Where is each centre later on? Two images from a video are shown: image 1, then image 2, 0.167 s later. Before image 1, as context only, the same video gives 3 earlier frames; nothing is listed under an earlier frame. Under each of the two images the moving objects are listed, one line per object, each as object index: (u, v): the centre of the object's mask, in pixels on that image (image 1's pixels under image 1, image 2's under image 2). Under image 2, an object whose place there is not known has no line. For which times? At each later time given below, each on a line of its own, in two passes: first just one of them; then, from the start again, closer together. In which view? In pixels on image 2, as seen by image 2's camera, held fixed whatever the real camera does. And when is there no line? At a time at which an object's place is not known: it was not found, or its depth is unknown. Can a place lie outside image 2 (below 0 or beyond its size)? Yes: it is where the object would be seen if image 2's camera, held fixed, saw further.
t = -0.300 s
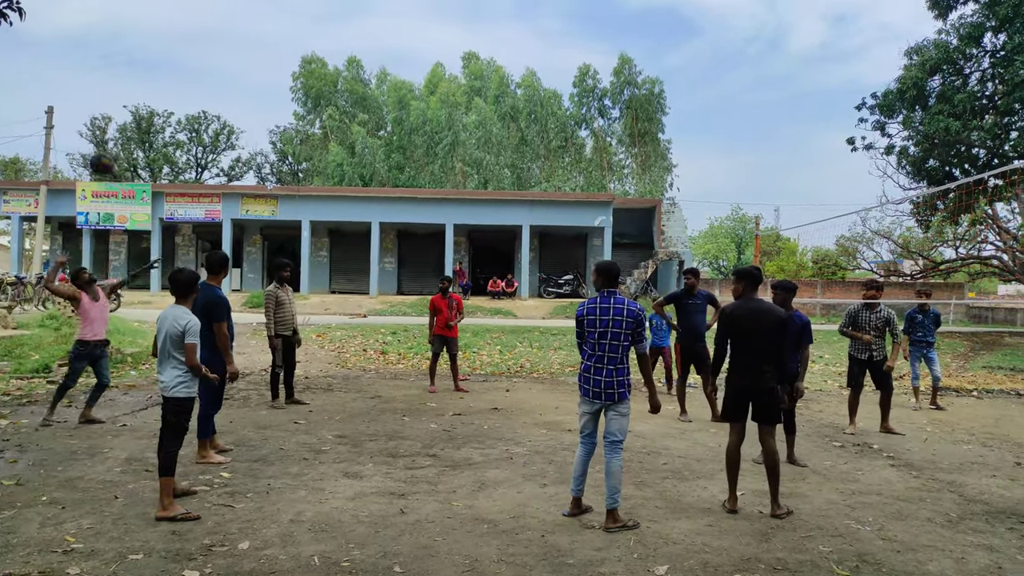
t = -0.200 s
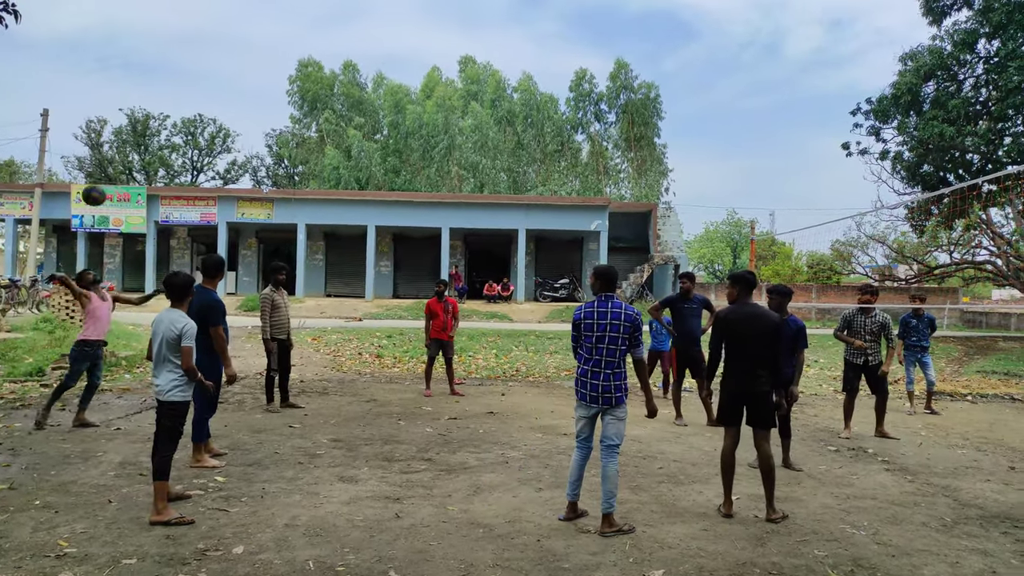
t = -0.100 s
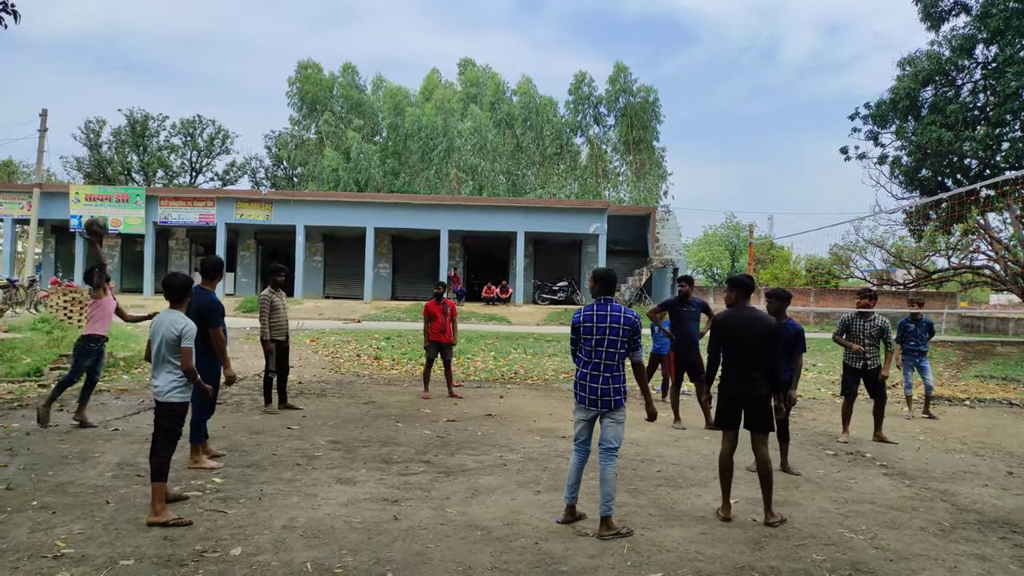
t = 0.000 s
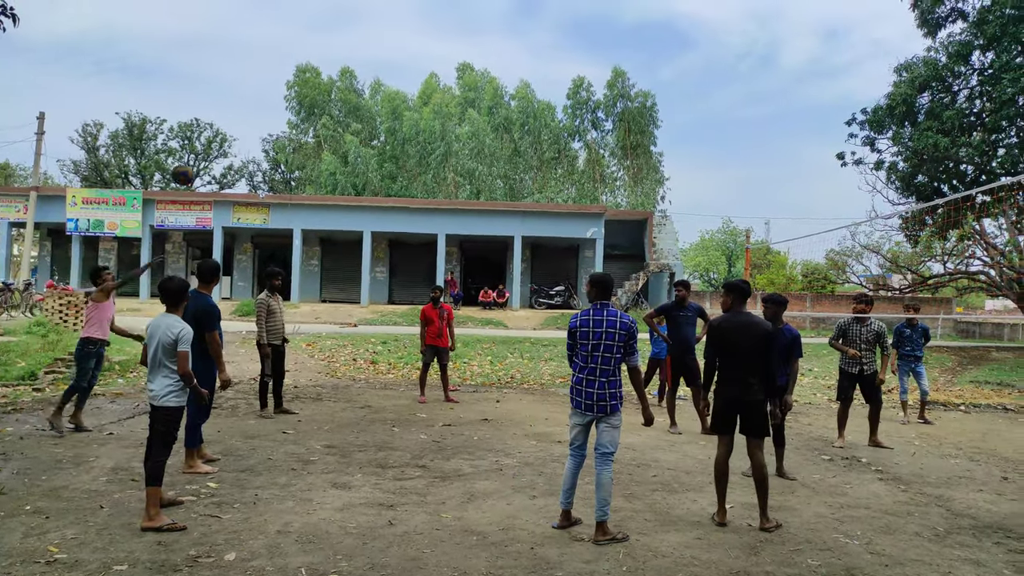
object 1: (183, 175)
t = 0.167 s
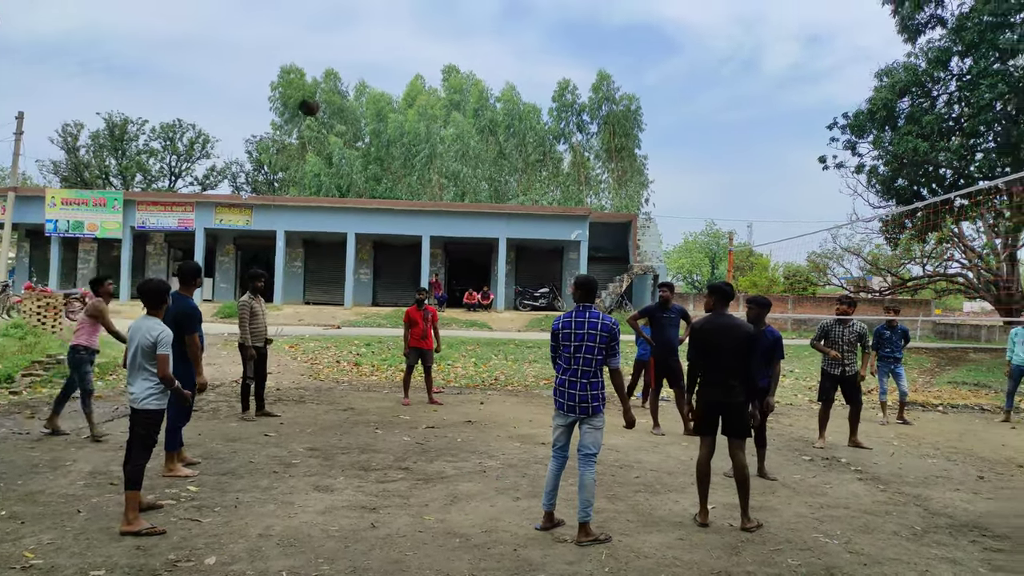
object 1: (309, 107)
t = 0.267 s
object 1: (391, 76)
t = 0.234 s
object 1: (364, 84)
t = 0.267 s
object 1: (391, 76)
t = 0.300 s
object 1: (417, 67)
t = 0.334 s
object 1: (444, 61)
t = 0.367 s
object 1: (470, 55)
